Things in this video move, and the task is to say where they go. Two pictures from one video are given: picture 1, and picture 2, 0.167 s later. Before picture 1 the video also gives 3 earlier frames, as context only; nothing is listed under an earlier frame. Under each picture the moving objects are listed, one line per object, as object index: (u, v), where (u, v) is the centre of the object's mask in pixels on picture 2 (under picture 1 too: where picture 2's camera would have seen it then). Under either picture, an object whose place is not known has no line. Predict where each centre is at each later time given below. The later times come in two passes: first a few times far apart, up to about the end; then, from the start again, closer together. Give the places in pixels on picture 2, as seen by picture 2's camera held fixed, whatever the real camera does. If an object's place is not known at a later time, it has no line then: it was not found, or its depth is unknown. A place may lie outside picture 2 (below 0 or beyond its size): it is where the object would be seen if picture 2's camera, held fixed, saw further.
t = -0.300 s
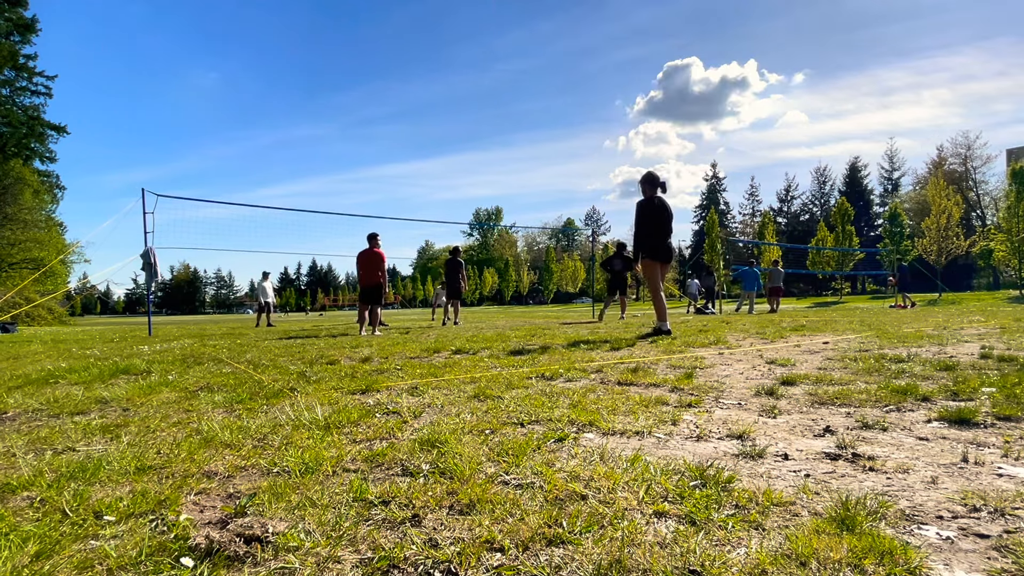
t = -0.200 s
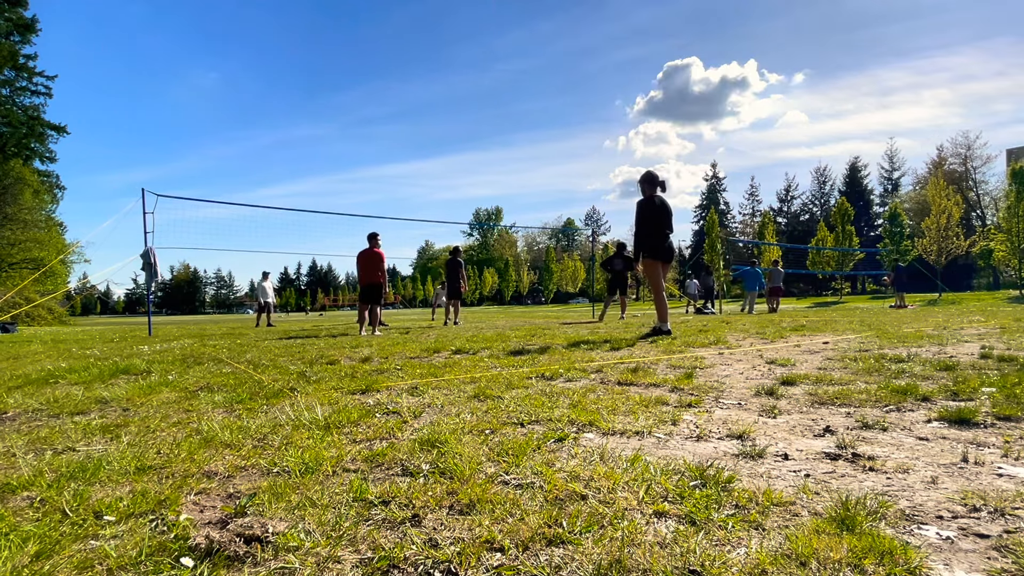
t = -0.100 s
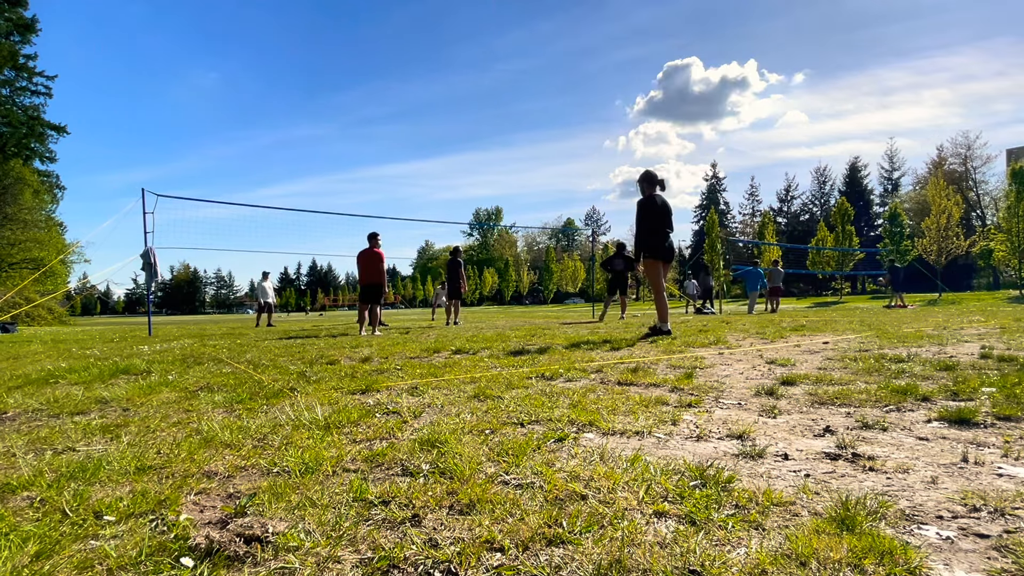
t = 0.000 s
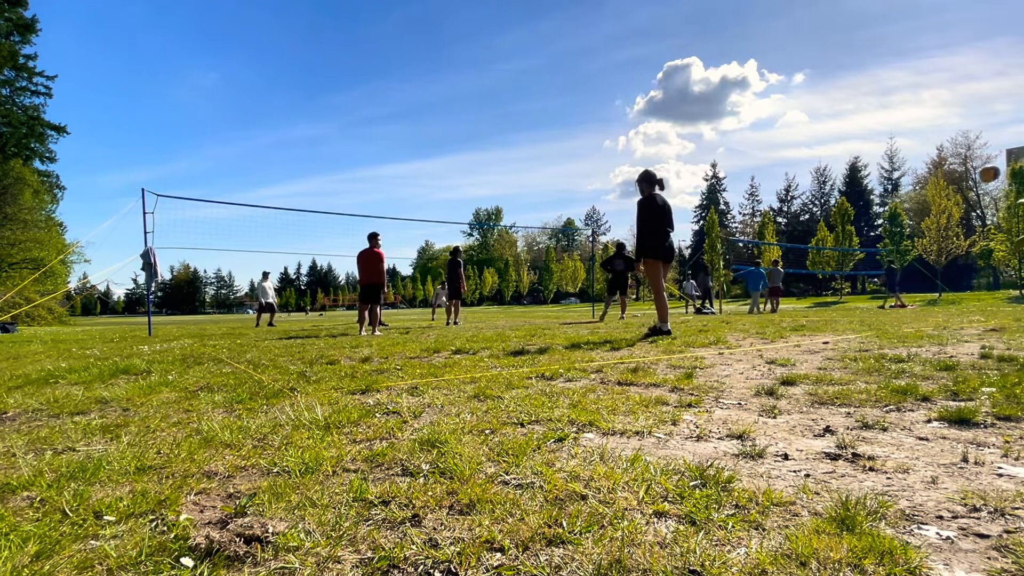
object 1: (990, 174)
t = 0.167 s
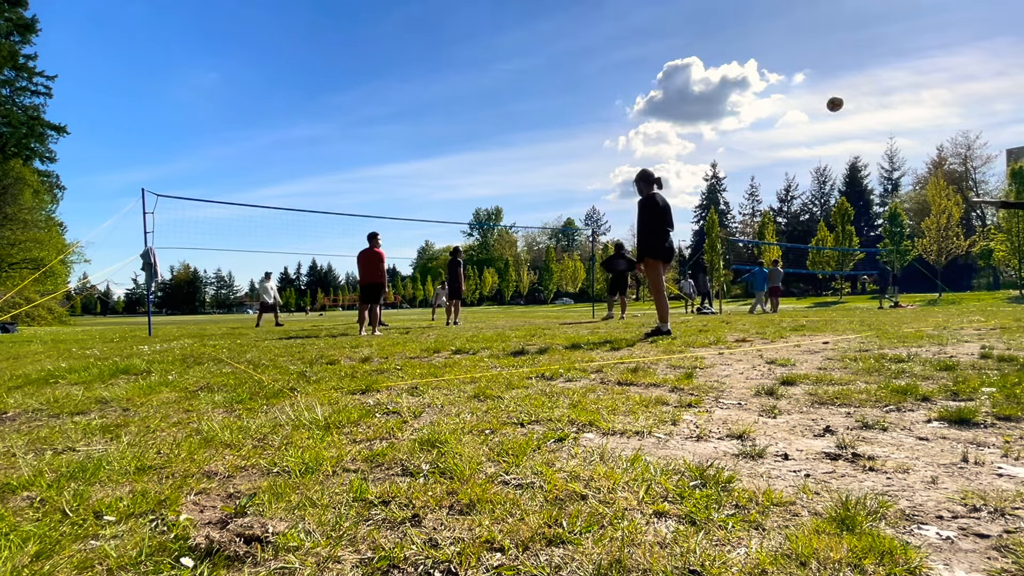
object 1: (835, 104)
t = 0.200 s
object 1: (809, 94)
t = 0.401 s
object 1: (681, 59)
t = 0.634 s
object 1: (569, 54)
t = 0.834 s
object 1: (493, 70)
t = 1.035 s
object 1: (431, 102)
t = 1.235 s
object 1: (379, 144)
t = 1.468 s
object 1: (327, 204)
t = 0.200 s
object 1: (809, 94)
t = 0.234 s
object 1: (785, 86)
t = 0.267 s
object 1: (762, 79)
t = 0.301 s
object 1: (740, 72)
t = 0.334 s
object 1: (720, 67)
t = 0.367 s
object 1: (700, 62)
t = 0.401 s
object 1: (681, 59)
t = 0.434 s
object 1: (663, 57)
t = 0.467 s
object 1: (645, 55)
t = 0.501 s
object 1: (629, 53)
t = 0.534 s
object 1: (613, 53)
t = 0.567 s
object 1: (598, 53)
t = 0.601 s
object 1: (583, 53)
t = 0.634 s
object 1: (569, 54)
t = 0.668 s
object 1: (555, 56)
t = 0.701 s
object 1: (542, 58)
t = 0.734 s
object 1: (529, 60)
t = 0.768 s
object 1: (517, 63)
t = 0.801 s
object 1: (505, 67)
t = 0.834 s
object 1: (493, 70)
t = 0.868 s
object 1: (482, 74)
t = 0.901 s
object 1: (471, 79)
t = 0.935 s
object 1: (461, 84)
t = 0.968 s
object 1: (451, 90)
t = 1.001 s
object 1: (441, 96)
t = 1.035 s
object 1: (431, 102)
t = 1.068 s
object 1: (422, 108)
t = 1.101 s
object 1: (412, 114)
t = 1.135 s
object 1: (404, 121)
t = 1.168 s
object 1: (395, 129)
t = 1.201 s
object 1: (387, 136)
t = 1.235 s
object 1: (379, 144)
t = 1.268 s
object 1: (371, 152)
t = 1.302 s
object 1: (363, 160)
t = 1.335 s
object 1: (355, 168)
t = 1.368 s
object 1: (348, 177)
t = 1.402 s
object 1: (341, 186)
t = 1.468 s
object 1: (327, 204)
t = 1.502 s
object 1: (320, 214)
